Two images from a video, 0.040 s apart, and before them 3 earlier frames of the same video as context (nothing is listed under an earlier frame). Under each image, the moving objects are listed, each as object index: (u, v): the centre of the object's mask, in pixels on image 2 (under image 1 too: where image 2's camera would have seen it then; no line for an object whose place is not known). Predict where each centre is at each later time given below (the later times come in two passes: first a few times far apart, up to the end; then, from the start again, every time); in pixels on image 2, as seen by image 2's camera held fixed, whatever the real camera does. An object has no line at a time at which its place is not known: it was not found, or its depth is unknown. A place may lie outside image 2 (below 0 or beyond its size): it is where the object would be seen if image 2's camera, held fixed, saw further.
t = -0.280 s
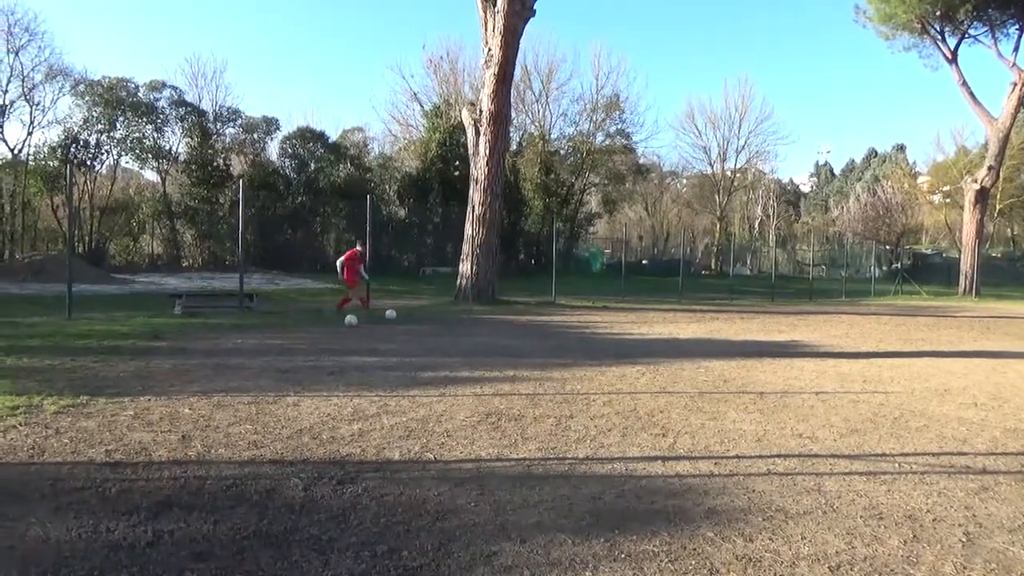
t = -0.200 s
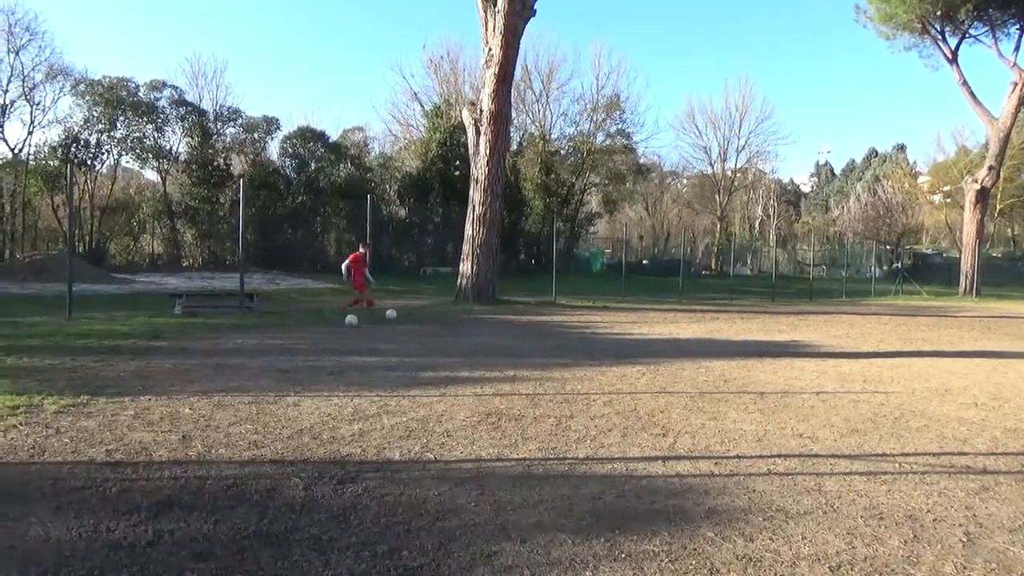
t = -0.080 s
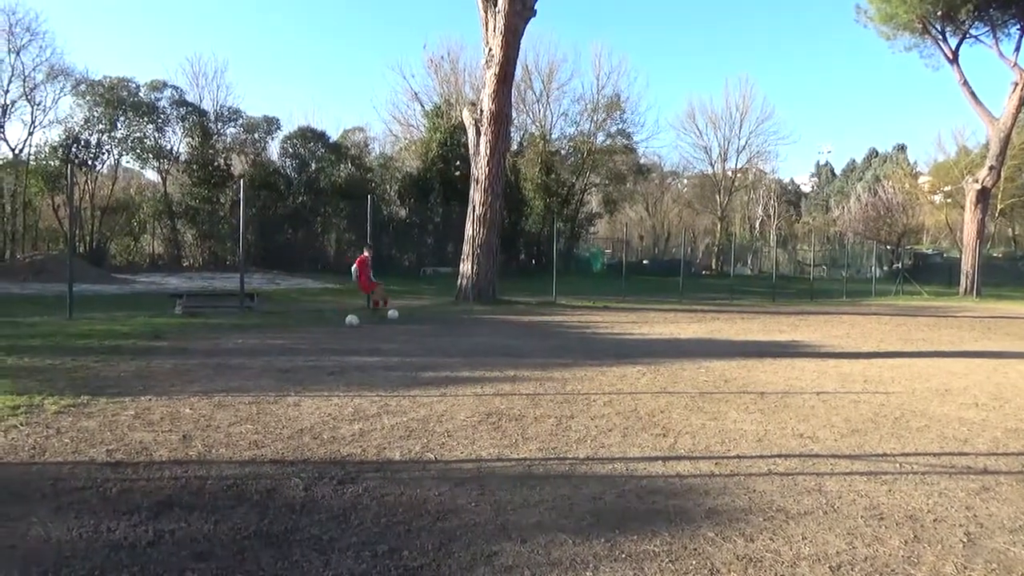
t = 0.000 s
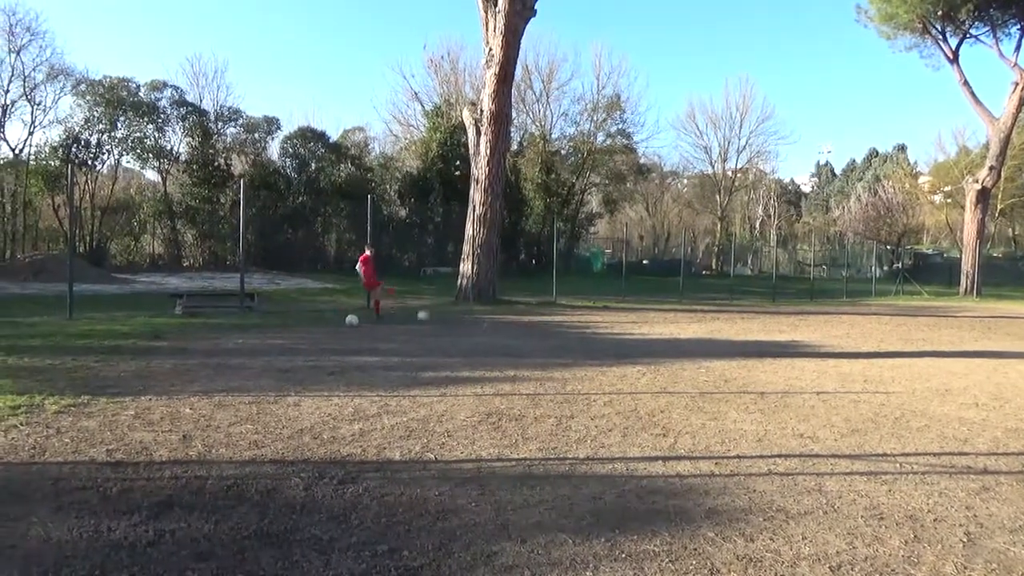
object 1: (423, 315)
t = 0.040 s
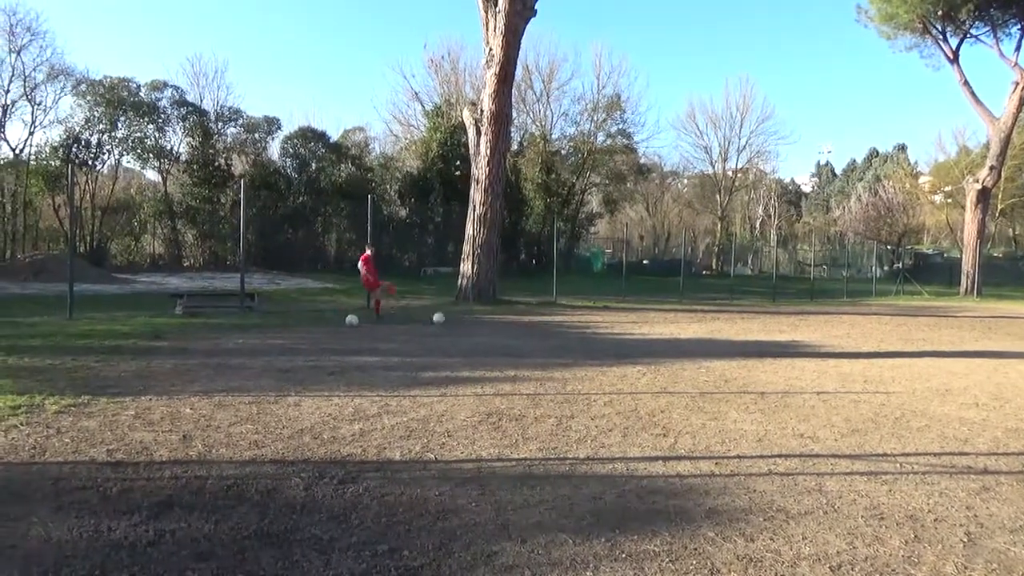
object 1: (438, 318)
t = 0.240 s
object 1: (524, 328)
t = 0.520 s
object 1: (669, 351)
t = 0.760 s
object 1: (821, 372)
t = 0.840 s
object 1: (882, 382)
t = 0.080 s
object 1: (454, 321)
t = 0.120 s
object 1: (471, 324)
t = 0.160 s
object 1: (490, 325)
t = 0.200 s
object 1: (506, 328)
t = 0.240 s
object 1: (524, 328)
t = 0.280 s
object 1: (543, 330)
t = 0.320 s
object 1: (562, 330)
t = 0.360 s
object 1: (582, 335)
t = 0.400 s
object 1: (604, 339)
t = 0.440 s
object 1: (626, 346)
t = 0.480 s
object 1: (648, 348)
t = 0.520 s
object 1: (669, 351)
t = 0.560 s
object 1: (693, 355)
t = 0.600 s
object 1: (718, 361)
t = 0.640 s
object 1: (743, 362)
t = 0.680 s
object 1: (767, 363)
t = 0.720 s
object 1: (793, 367)
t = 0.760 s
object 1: (821, 372)
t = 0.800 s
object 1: (851, 380)
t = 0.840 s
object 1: (882, 382)
